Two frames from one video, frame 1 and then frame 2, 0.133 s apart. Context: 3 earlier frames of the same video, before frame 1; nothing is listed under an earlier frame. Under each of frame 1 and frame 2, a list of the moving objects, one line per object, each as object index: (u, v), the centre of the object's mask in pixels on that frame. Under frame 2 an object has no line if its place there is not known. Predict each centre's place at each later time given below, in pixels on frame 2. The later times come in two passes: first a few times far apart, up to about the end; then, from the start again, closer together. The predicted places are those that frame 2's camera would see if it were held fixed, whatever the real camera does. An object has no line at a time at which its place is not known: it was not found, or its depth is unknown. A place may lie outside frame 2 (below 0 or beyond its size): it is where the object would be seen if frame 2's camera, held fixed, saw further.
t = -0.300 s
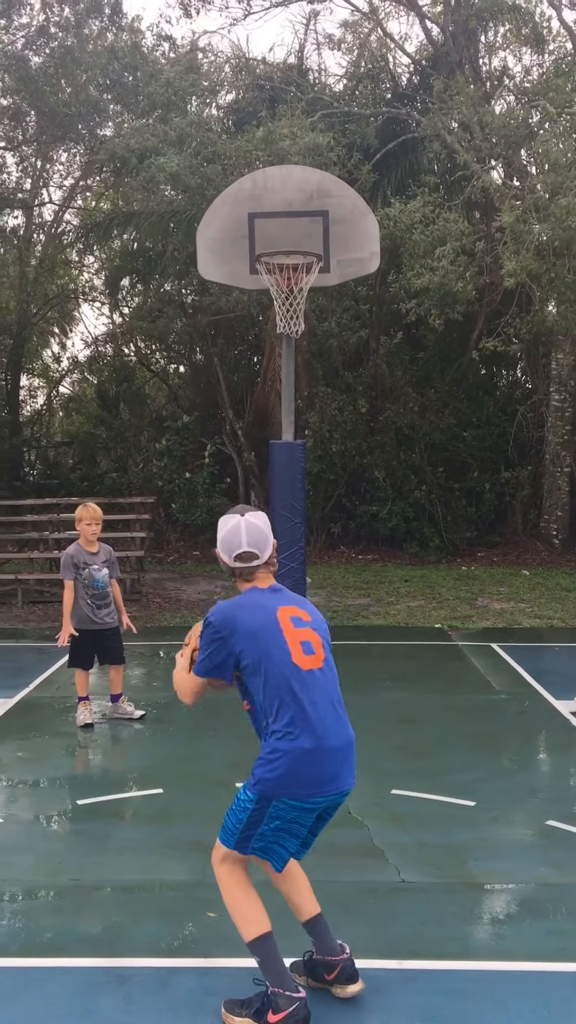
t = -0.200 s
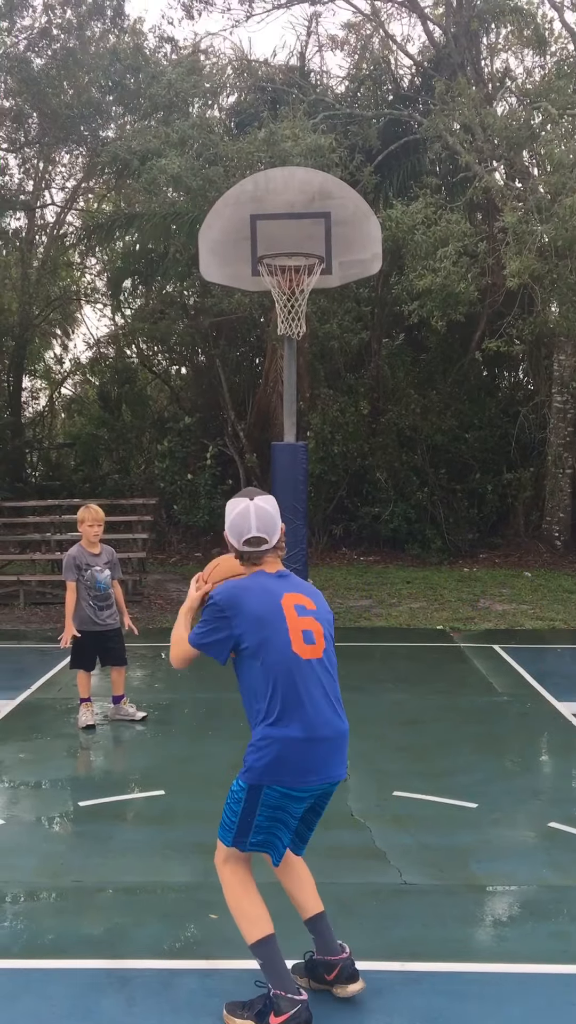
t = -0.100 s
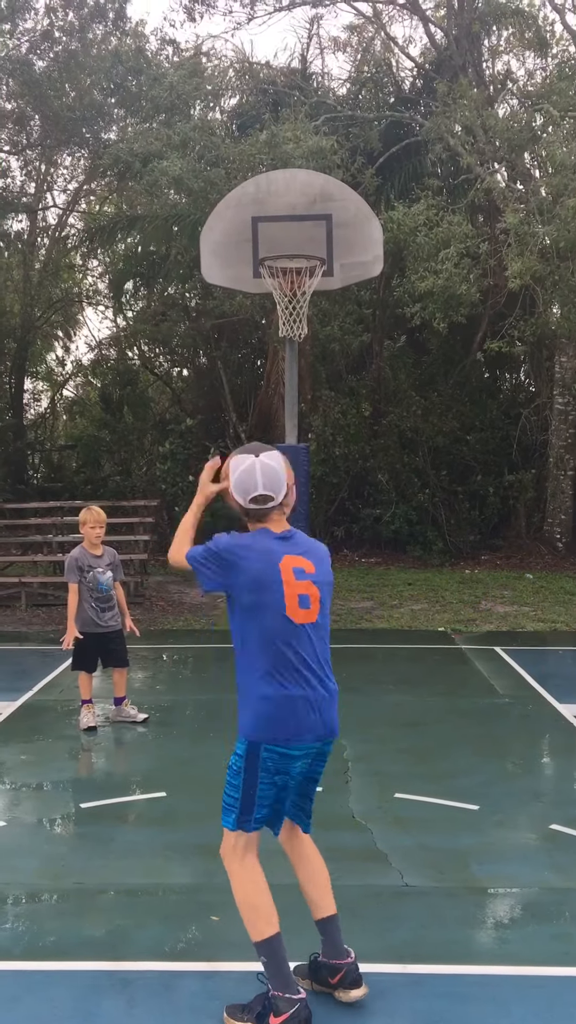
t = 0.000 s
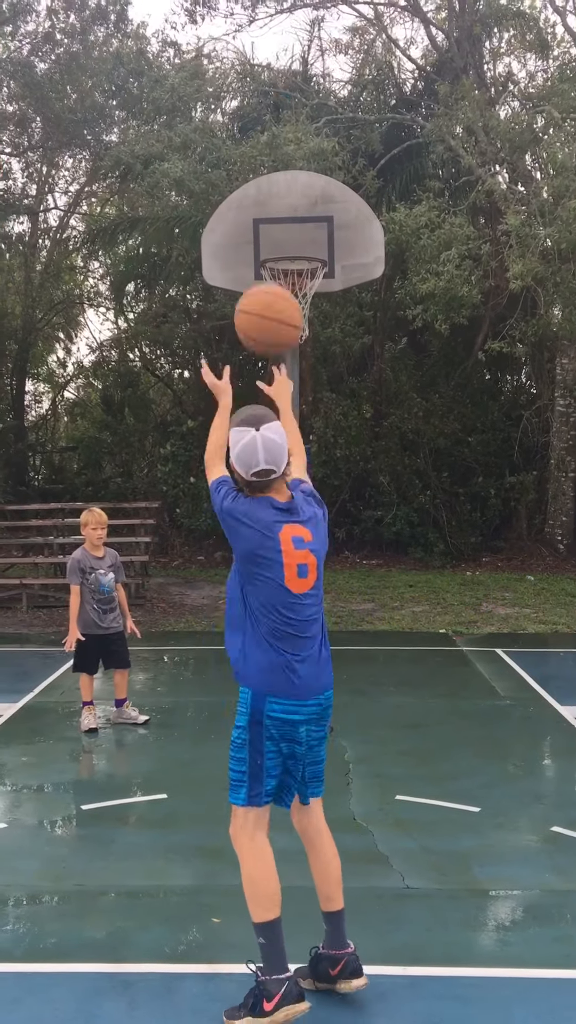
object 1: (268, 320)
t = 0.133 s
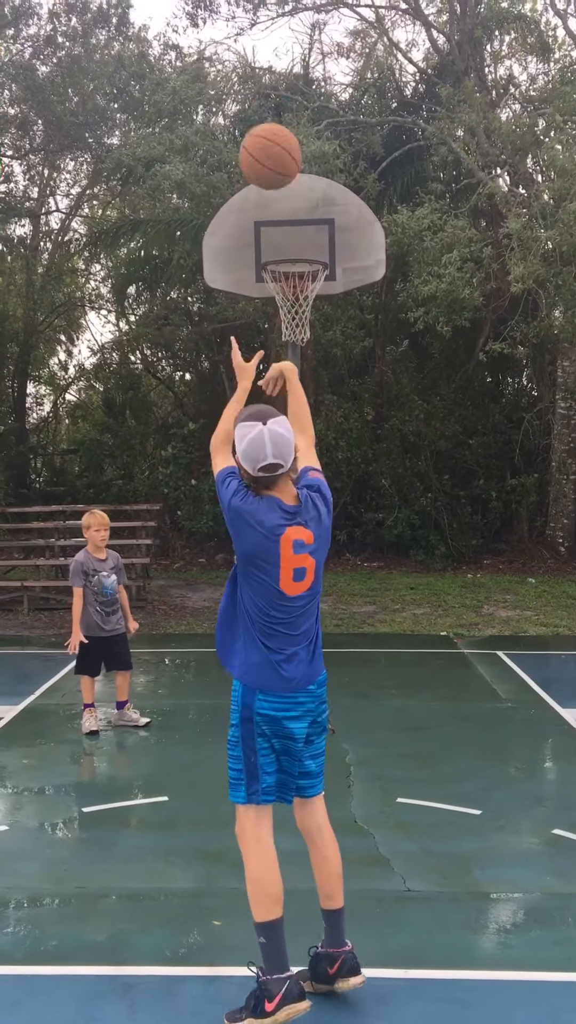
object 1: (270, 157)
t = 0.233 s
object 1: (271, 84)
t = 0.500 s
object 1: (274, 30)
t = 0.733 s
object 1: (277, 96)
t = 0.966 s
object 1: (279, 226)
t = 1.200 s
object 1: (260, 168)
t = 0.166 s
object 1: (271, 128)
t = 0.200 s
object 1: (271, 104)
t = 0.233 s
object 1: (271, 84)
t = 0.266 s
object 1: (272, 67)
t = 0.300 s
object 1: (271, 53)
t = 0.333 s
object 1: (272, 43)
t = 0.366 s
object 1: (273, 35)
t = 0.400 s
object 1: (273, 31)
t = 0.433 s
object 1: (274, 29)
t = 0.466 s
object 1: (274, 29)
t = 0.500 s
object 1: (274, 30)
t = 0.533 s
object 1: (275, 35)
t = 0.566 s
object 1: (275, 41)
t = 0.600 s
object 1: (275, 50)
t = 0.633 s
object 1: (276, 59)
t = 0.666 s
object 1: (277, 70)
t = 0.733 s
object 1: (277, 96)
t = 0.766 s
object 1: (277, 111)
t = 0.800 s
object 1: (277, 128)
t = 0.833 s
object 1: (278, 145)
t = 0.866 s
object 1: (278, 164)
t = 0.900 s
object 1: (278, 184)
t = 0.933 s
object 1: (278, 204)
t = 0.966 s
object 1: (279, 226)
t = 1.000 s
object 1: (279, 244)
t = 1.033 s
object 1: (276, 228)
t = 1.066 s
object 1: (273, 212)
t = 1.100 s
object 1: (270, 199)
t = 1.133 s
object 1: (266, 187)
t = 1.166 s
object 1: (263, 176)
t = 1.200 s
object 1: (260, 168)
